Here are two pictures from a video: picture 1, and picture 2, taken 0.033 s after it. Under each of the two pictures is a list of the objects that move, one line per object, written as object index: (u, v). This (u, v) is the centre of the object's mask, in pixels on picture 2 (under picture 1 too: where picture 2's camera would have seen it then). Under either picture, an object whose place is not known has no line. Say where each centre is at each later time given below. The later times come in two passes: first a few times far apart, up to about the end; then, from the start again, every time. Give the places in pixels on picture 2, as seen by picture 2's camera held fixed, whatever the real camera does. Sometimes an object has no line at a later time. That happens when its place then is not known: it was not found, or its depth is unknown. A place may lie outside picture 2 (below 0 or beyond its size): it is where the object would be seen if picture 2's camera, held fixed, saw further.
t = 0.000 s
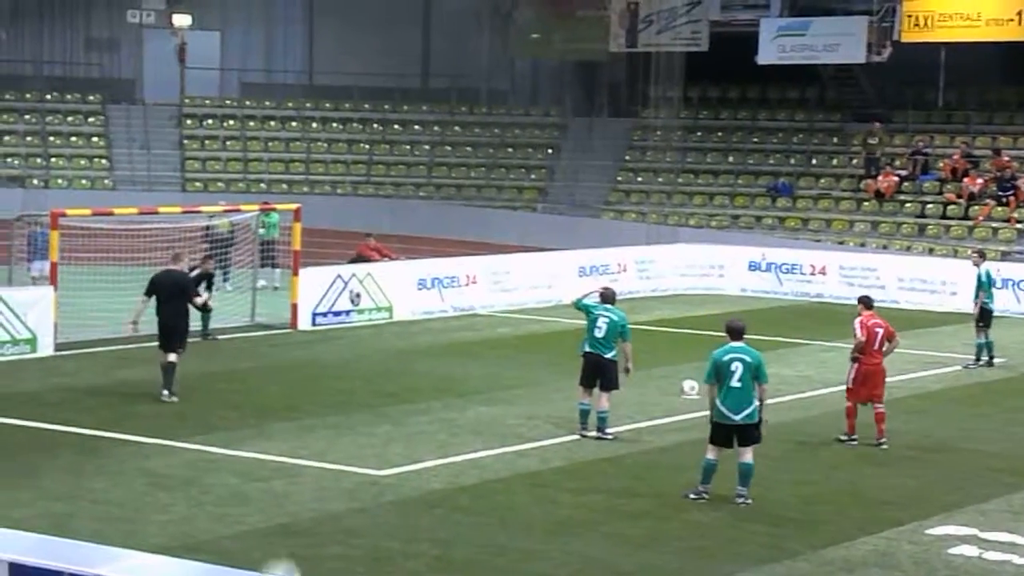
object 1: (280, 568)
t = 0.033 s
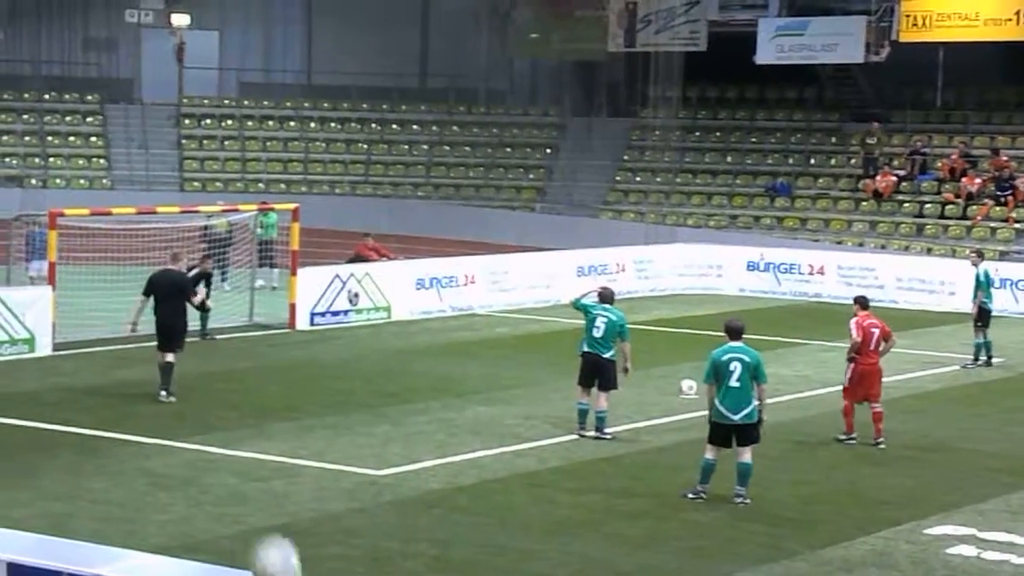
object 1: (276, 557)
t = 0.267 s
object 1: (255, 452)
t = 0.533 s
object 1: (231, 467)
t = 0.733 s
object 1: (208, 568)
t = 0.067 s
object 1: (274, 538)
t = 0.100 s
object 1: (271, 520)
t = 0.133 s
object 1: (267, 501)
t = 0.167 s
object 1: (265, 487)
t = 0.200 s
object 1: (262, 472)
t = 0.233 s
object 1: (259, 461)
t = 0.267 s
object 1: (255, 452)
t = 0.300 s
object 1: (253, 446)
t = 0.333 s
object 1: (250, 442)
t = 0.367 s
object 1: (247, 441)
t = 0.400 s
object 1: (244, 441)
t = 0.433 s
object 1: (240, 443)
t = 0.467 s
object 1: (237, 448)
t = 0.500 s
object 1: (234, 456)
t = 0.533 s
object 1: (231, 467)
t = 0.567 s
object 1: (227, 480)
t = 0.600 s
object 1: (223, 492)
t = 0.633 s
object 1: (220, 512)
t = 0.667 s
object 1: (215, 533)
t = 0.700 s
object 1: (211, 555)
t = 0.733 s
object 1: (208, 568)
